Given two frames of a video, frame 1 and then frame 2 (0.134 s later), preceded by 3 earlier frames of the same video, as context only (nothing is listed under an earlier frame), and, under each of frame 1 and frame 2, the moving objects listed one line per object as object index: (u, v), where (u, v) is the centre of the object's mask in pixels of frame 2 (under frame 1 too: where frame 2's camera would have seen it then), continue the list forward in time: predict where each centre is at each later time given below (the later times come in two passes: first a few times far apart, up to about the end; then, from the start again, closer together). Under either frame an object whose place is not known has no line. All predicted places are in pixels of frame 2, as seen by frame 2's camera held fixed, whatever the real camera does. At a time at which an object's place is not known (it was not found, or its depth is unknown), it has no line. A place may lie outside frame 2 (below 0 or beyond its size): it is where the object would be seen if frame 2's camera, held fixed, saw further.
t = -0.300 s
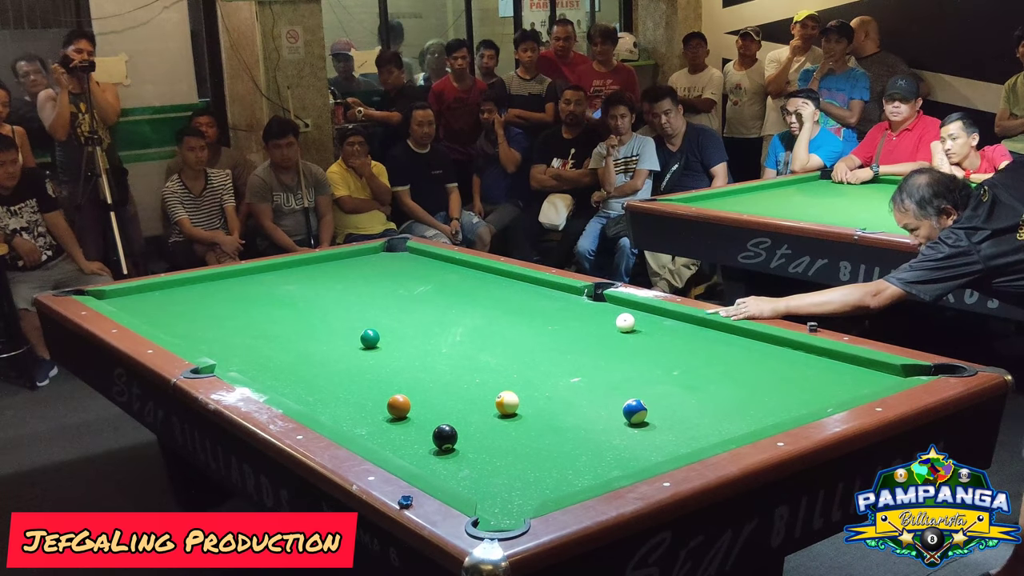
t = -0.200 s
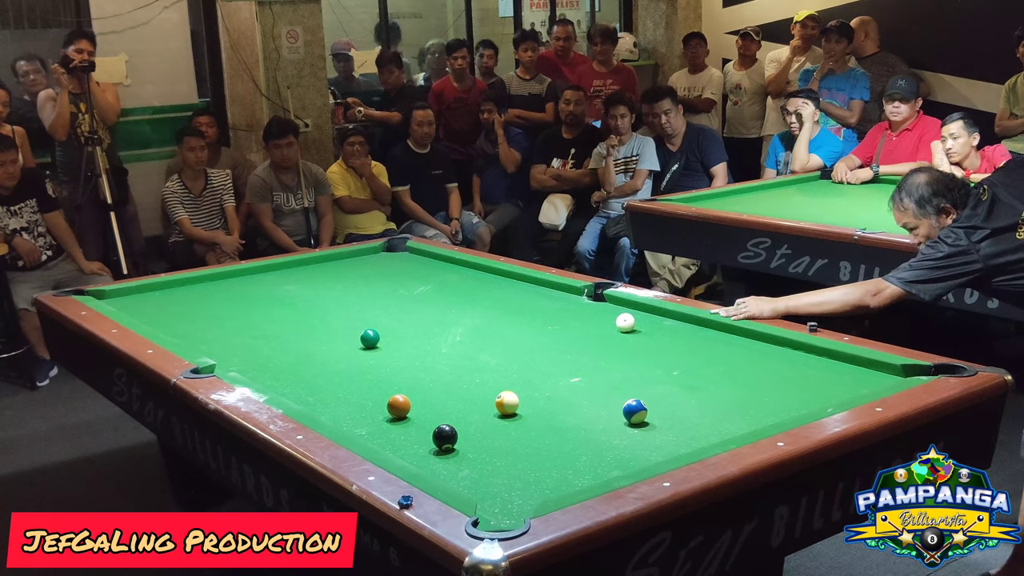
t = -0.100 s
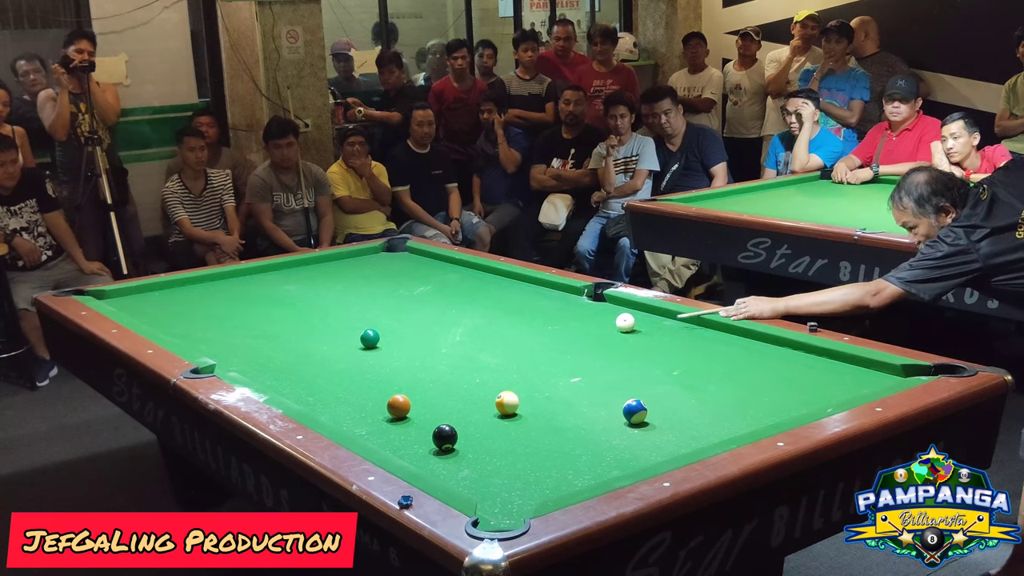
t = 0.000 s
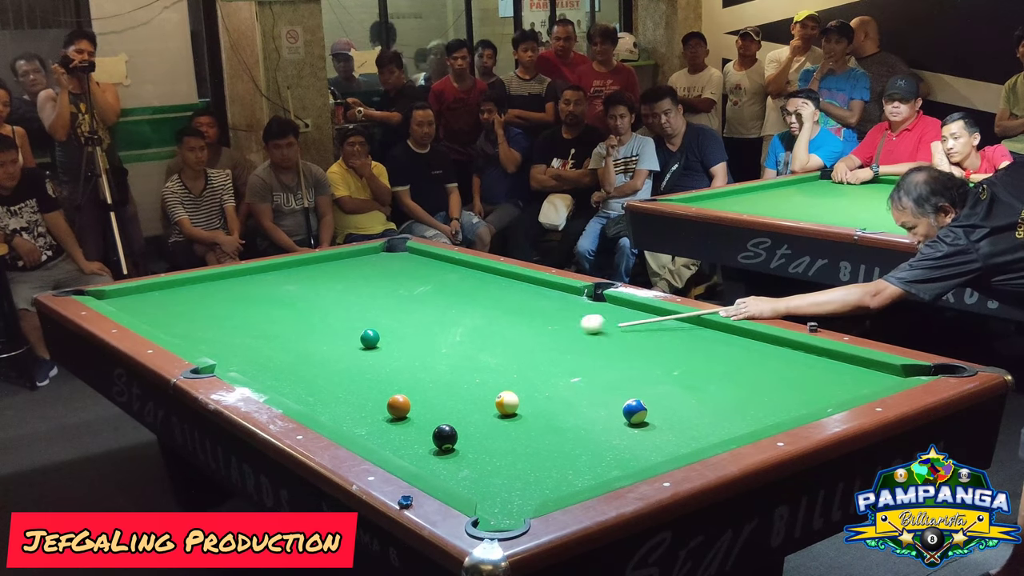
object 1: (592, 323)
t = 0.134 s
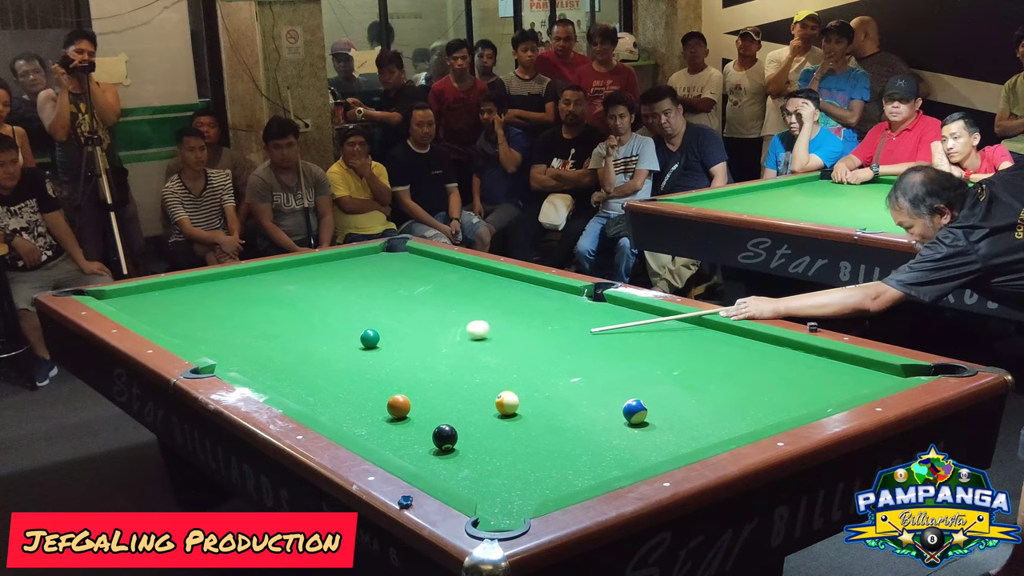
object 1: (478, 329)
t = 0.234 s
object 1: (403, 333)
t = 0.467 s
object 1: (333, 323)
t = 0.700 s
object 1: (279, 314)
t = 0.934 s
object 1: (231, 305)
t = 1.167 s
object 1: (187, 297)
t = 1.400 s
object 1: (146, 290)
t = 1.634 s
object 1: (144, 292)
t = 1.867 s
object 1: (155, 297)
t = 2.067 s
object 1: (165, 302)
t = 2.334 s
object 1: (176, 307)
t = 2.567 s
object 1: (186, 312)
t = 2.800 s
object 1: (196, 316)
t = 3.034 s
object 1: (206, 321)
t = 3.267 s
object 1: (216, 325)
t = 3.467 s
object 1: (224, 328)
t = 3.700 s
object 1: (233, 332)
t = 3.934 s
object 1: (242, 336)
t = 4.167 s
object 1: (249, 339)
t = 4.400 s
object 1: (256, 342)
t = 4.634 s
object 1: (262, 345)
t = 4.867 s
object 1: (267, 347)
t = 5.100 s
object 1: (271, 350)
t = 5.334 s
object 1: (275, 352)
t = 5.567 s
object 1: (277, 353)
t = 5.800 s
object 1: (279, 354)
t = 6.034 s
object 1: (280, 355)
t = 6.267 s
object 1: (280, 355)
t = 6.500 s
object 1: (280, 355)
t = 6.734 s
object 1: (280, 355)
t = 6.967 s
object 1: (281, 355)
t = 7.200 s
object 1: (281, 355)
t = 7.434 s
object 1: (280, 355)
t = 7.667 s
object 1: (280, 355)
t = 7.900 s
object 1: (280, 355)
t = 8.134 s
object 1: (281, 355)
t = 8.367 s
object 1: (280, 355)
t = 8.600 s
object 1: (280, 355)
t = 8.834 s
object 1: (280, 355)
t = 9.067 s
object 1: (280, 355)
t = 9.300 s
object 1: (280, 355)
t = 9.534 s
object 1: (280, 355)
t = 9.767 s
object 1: (280, 355)
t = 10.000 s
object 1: (280, 355)
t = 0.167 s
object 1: (452, 331)
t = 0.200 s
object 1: (426, 332)
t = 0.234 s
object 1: (403, 333)
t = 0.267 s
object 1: (384, 333)
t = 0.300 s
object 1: (375, 332)
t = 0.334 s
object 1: (366, 330)
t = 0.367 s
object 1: (358, 328)
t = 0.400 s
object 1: (350, 326)
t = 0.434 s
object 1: (341, 325)
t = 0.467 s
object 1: (333, 323)
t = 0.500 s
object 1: (325, 322)
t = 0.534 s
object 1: (317, 321)
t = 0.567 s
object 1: (309, 319)
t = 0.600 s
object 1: (302, 318)
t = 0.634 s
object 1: (294, 317)
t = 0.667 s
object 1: (287, 315)
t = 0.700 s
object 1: (279, 314)
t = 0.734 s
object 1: (272, 313)
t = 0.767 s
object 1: (269, 312)
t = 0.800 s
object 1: (262, 311)
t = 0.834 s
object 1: (254, 310)
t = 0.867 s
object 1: (248, 308)
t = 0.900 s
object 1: (241, 307)
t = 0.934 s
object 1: (231, 305)
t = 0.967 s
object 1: (225, 304)
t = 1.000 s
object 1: (218, 303)
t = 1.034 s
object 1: (212, 302)
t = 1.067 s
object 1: (205, 301)
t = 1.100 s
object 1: (199, 299)
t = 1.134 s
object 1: (193, 298)
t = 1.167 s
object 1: (187, 297)
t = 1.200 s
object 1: (181, 296)
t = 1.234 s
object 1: (178, 296)
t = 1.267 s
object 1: (172, 295)
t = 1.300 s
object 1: (163, 293)
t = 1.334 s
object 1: (157, 292)
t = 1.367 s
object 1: (151, 291)
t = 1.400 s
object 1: (146, 290)
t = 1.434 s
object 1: (141, 289)
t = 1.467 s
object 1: (137, 289)
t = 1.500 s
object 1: (139, 290)
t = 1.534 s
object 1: (140, 290)
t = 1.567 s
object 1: (141, 291)
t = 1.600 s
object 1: (143, 291)
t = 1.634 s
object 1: (144, 292)
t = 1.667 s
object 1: (146, 293)
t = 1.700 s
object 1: (148, 294)
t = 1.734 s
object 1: (149, 295)
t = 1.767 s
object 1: (150, 295)
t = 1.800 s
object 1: (152, 296)
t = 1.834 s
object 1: (154, 297)
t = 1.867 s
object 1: (155, 297)
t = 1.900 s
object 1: (156, 298)
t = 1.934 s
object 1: (158, 299)
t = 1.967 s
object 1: (161, 300)
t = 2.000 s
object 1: (162, 300)
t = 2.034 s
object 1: (163, 301)
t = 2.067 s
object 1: (165, 302)
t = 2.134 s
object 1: (166, 303)
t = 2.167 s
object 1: (169, 304)
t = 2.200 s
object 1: (170, 304)
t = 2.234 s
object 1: (172, 305)
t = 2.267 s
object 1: (173, 306)
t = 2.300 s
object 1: (175, 306)
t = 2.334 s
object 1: (176, 307)
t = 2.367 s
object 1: (177, 308)
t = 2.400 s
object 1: (180, 309)
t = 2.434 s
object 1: (181, 310)
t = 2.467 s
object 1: (182, 310)
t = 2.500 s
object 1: (183, 311)
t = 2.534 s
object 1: (185, 311)
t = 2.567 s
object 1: (186, 312)
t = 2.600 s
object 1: (187, 313)
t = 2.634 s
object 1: (189, 313)
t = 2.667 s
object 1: (190, 314)
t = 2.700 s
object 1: (192, 314)
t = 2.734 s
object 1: (193, 315)
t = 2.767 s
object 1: (195, 316)
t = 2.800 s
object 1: (196, 316)
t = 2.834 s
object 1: (197, 317)
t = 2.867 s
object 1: (199, 318)
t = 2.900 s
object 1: (201, 318)
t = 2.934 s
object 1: (202, 319)
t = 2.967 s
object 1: (203, 319)
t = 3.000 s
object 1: (205, 320)
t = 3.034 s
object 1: (206, 321)
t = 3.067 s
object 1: (208, 321)
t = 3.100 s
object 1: (209, 322)
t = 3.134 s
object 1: (211, 323)
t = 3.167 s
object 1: (212, 323)
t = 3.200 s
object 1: (214, 324)
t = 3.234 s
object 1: (215, 324)
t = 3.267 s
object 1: (216, 325)
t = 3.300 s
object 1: (218, 326)
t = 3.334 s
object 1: (219, 326)
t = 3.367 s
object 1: (220, 327)
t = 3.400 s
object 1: (222, 327)
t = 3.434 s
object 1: (223, 328)
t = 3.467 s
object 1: (224, 328)
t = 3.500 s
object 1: (226, 329)
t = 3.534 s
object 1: (228, 330)
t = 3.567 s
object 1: (229, 330)
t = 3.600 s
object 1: (230, 331)
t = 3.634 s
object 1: (231, 331)
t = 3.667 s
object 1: (232, 332)
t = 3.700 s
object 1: (233, 332)
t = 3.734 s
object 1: (234, 333)
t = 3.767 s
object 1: (235, 333)
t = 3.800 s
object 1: (237, 334)
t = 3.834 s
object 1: (238, 334)
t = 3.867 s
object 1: (239, 335)
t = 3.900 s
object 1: (241, 335)
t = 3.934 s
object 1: (242, 336)
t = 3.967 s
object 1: (243, 336)
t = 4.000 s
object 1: (244, 337)
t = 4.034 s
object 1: (245, 337)
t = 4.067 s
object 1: (246, 338)
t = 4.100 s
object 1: (247, 338)
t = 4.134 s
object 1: (248, 339)
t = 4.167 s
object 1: (249, 339)
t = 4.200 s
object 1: (250, 339)
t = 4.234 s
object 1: (251, 340)
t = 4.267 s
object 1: (252, 340)
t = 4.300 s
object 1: (253, 341)
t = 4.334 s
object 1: (254, 341)
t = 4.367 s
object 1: (255, 342)
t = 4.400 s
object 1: (256, 342)
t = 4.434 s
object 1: (257, 343)
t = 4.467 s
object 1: (258, 343)
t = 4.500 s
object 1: (259, 344)
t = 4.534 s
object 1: (260, 344)
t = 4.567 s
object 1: (260, 344)
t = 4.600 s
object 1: (261, 344)
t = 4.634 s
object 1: (262, 345)
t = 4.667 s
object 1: (263, 345)
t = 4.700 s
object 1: (263, 346)
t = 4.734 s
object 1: (264, 346)
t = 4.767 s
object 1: (265, 346)
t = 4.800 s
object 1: (266, 346)
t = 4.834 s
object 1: (266, 347)
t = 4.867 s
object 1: (267, 347)
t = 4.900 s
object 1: (268, 348)
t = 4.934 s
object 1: (268, 348)
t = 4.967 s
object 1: (269, 348)
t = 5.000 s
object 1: (269, 349)
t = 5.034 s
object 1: (270, 349)
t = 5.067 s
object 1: (270, 349)
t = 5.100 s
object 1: (271, 350)
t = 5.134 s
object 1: (272, 350)
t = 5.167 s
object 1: (272, 350)
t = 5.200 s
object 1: (273, 350)
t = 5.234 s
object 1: (273, 351)
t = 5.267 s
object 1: (274, 351)
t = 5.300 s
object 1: (274, 351)
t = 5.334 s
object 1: (275, 352)
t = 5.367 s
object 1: (275, 351)
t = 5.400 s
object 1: (275, 352)
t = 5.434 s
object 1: (276, 352)
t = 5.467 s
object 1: (276, 352)
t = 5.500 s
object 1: (276, 352)
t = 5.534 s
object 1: (277, 353)
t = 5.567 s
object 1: (277, 353)
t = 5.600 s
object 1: (278, 353)
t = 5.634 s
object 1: (278, 353)
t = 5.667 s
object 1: (278, 354)
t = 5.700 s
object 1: (278, 354)
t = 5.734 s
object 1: (279, 354)
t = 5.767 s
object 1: (279, 354)
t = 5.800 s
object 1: (279, 354)
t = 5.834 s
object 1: (279, 354)
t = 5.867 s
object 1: (279, 354)
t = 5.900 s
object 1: (280, 354)
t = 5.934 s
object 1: (280, 354)
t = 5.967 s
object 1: (280, 354)
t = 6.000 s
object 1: (280, 354)
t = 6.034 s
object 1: (280, 355)
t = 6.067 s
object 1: (280, 355)
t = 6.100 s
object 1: (280, 355)
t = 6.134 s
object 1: (280, 355)
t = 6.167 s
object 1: (280, 355)
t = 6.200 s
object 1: (280, 355)
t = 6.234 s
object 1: (280, 355)
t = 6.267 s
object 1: (280, 355)
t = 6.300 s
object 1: (280, 355)
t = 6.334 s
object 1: (280, 355)
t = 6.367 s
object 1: (280, 355)
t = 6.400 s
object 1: (280, 355)
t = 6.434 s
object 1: (280, 355)
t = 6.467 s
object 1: (280, 355)
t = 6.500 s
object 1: (280, 355)
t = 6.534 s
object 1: (280, 355)
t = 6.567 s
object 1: (280, 355)
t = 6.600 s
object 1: (280, 355)
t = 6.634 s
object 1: (280, 355)
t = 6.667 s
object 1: (280, 355)
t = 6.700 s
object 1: (280, 355)
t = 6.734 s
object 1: (280, 355)
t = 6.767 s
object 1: (280, 355)
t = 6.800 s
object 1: (280, 355)
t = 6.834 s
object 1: (280, 355)
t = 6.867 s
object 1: (280, 355)
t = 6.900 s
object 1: (281, 355)
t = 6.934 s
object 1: (280, 355)
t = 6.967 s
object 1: (281, 355)
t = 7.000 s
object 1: (281, 355)
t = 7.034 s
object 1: (280, 355)
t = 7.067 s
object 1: (280, 355)
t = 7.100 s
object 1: (281, 355)
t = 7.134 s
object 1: (280, 355)
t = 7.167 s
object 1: (280, 355)
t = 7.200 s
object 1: (281, 355)
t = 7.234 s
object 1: (281, 355)
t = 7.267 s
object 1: (281, 355)
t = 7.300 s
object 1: (280, 355)
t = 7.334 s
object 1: (281, 355)
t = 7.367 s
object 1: (281, 355)
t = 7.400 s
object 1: (280, 355)
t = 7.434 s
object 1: (280, 355)
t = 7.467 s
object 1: (280, 355)
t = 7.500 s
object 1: (280, 355)
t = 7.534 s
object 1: (280, 355)
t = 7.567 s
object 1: (281, 355)
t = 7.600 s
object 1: (281, 355)
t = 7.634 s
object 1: (280, 355)
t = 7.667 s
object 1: (280, 355)
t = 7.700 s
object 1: (280, 355)
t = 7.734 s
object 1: (280, 355)
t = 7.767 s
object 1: (281, 355)
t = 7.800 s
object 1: (281, 355)
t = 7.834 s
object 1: (280, 355)
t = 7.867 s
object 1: (280, 355)
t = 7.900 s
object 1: (280, 355)
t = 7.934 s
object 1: (280, 355)
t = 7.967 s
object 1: (280, 355)
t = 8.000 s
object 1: (281, 355)
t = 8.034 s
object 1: (281, 355)
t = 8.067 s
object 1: (280, 355)
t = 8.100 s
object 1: (280, 355)
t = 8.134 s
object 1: (281, 355)
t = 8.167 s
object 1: (280, 355)
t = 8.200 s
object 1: (280, 355)
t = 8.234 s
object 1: (280, 355)
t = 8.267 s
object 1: (281, 355)
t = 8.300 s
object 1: (280, 355)
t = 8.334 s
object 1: (280, 355)
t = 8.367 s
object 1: (280, 355)
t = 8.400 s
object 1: (280, 355)
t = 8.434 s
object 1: (281, 355)
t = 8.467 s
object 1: (281, 355)
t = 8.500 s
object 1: (280, 355)
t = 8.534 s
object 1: (280, 355)
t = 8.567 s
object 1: (281, 355)
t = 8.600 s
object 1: (280, 355)
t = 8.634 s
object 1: (280, 355)
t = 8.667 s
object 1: (280, 355)
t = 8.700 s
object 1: (280, 355)
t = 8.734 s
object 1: (280, 355)
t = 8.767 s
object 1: (280, 355)
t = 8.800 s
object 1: (281, 355)
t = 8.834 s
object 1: (280, 355)
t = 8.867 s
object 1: (280, 355)
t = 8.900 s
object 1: (280, 355)
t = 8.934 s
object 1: (280, 355)
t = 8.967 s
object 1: (280, 355)
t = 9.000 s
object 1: (280, 355)
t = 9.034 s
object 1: (280, 355)
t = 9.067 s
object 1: (280, 355)
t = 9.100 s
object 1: (280, 355)
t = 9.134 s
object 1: (280, 355)
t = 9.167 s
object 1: (280, 355)
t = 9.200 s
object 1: (280, 355)
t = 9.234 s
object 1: (280, 355)
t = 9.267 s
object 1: (280, 355)
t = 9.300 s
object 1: (280, 355)
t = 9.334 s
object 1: (280, 355)
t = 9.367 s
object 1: (280, 355)
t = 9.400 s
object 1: (280, 355)
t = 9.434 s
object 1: (280, 355)
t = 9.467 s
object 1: (280, 355)
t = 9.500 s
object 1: (280, 355)
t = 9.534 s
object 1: (280, 355)
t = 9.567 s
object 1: (280, 355)
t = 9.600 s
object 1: (280, 355)
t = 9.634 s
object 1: (280, 355)
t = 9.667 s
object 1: (280, 355)
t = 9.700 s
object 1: (280, 355)
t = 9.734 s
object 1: (280, 355)
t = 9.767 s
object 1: (280, 355)
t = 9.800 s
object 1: (280, 355)
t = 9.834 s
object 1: (280, 355)
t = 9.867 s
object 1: (280, 355)
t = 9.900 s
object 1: (280, 355)
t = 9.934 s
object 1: (280, 355)
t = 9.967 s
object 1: (280, 355)
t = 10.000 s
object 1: (280, 355)
